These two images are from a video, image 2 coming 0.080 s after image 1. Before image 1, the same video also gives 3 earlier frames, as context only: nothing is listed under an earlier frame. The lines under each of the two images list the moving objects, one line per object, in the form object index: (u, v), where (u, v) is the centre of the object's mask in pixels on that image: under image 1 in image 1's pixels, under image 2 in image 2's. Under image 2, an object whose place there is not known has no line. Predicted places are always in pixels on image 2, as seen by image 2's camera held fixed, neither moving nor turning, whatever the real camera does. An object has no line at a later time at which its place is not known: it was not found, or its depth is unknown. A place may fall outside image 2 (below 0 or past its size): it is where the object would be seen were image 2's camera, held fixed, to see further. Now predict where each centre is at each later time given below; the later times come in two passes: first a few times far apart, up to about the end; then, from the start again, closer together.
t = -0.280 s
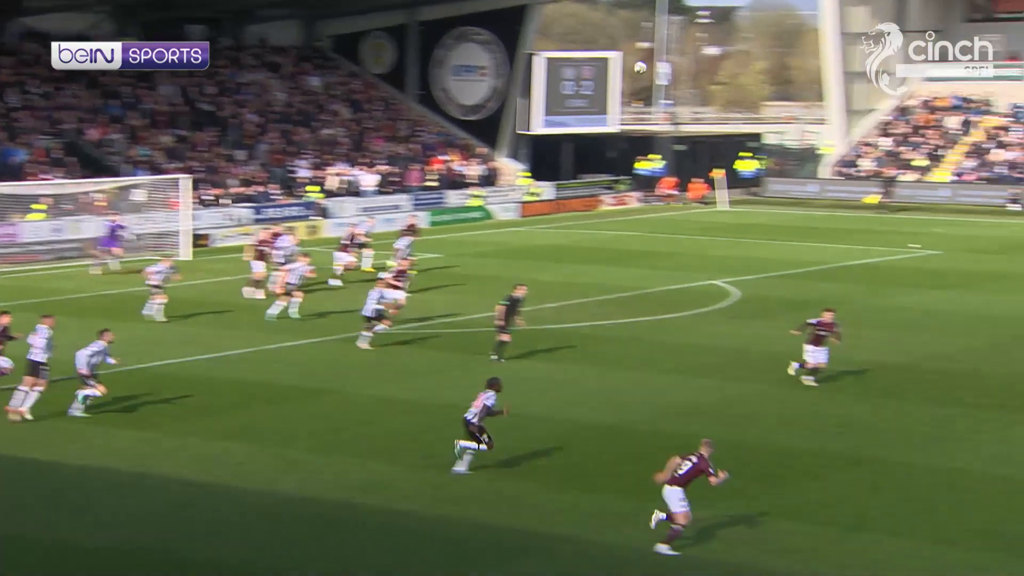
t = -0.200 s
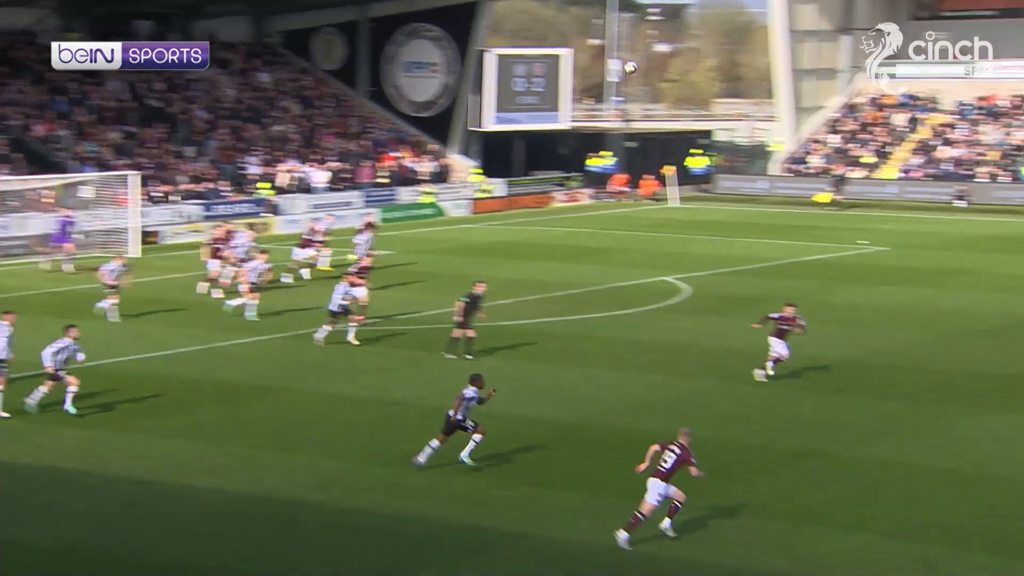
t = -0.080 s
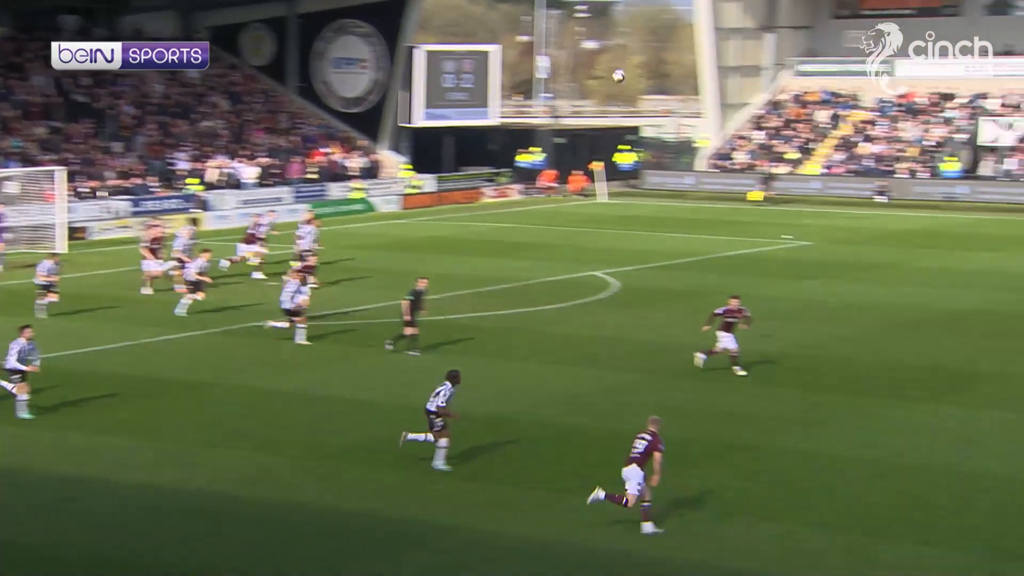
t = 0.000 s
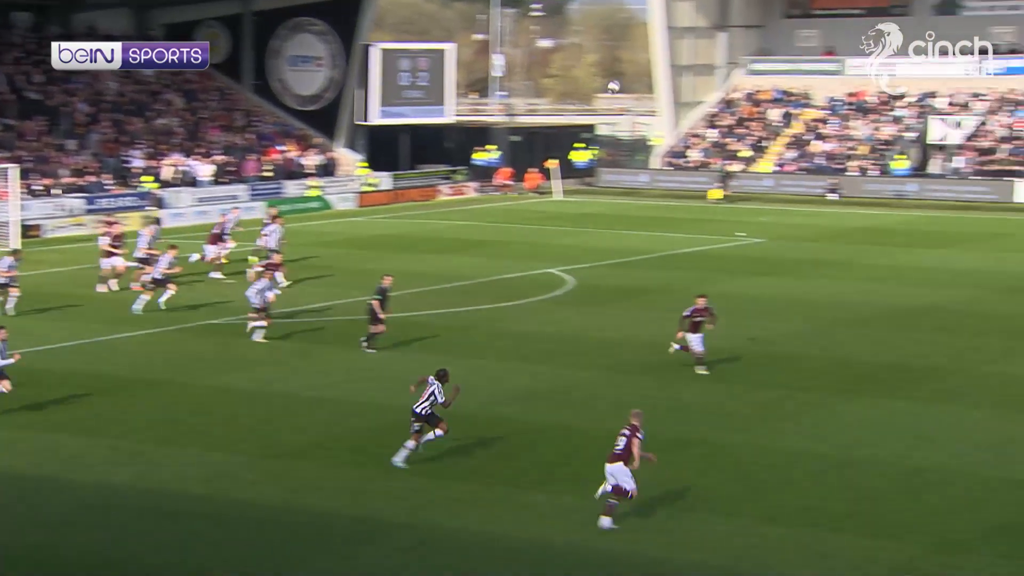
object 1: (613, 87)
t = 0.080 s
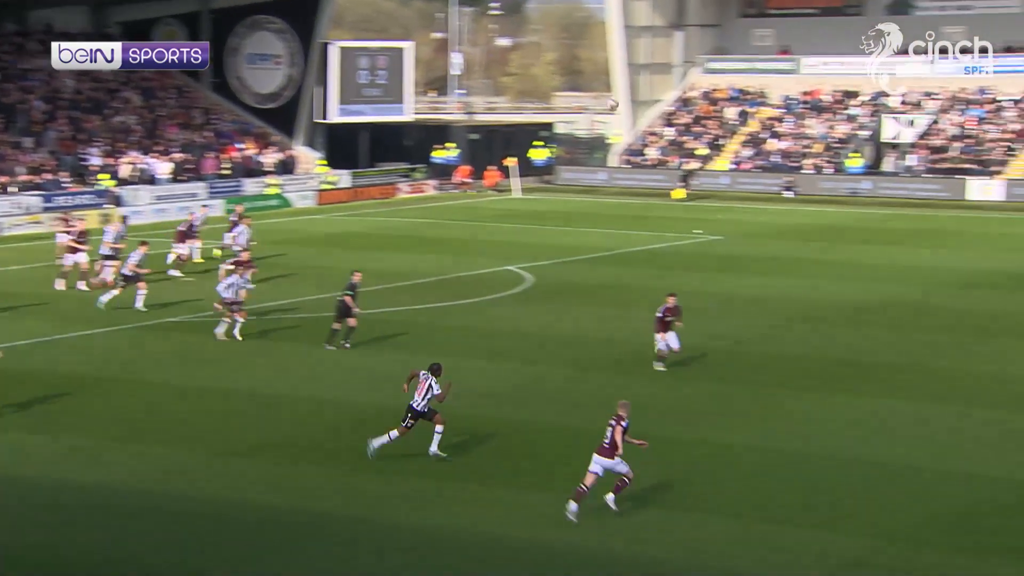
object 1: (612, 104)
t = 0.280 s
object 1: (715, 164)
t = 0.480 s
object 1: (819, 259)
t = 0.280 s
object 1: (715, 164)
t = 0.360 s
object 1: (756, 198)
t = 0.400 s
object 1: (777, 216)
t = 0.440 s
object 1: (798, 237)
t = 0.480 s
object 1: (819, 259)
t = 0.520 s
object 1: (841, 281)
